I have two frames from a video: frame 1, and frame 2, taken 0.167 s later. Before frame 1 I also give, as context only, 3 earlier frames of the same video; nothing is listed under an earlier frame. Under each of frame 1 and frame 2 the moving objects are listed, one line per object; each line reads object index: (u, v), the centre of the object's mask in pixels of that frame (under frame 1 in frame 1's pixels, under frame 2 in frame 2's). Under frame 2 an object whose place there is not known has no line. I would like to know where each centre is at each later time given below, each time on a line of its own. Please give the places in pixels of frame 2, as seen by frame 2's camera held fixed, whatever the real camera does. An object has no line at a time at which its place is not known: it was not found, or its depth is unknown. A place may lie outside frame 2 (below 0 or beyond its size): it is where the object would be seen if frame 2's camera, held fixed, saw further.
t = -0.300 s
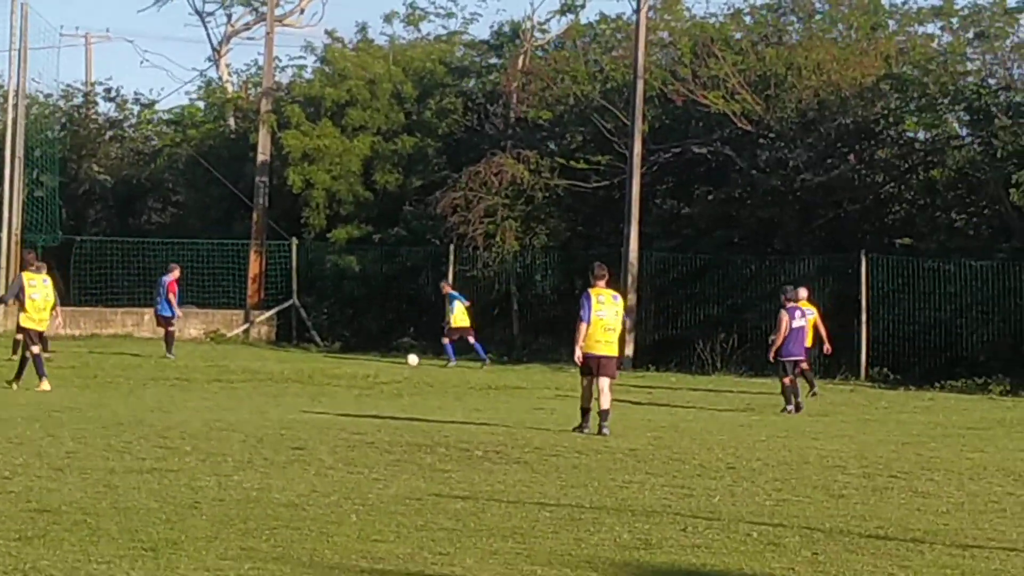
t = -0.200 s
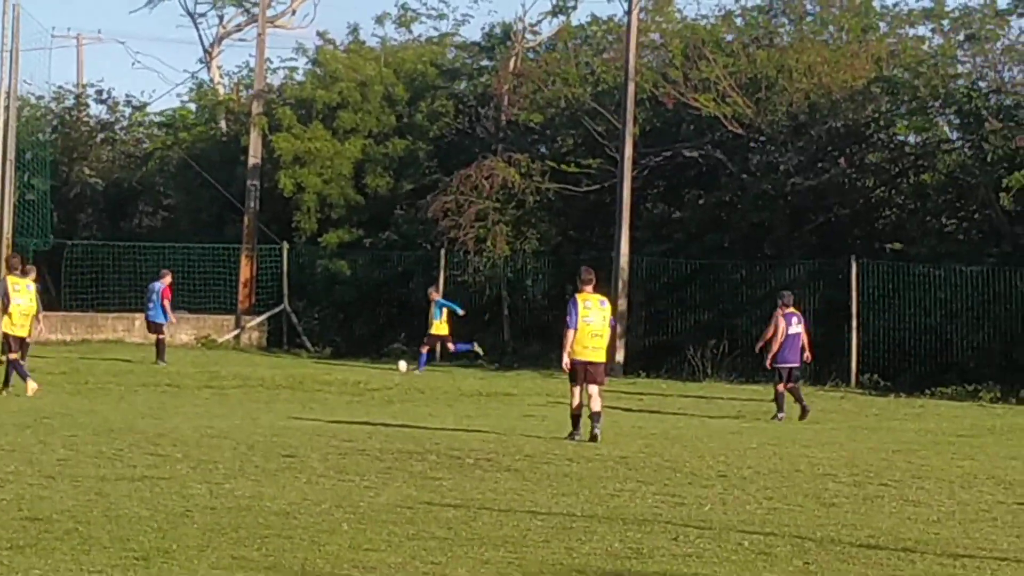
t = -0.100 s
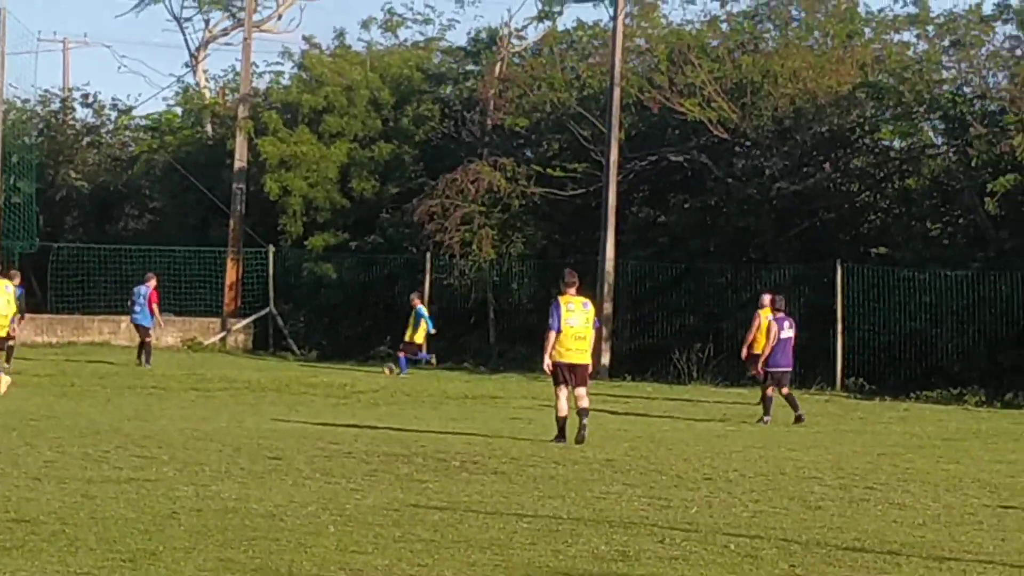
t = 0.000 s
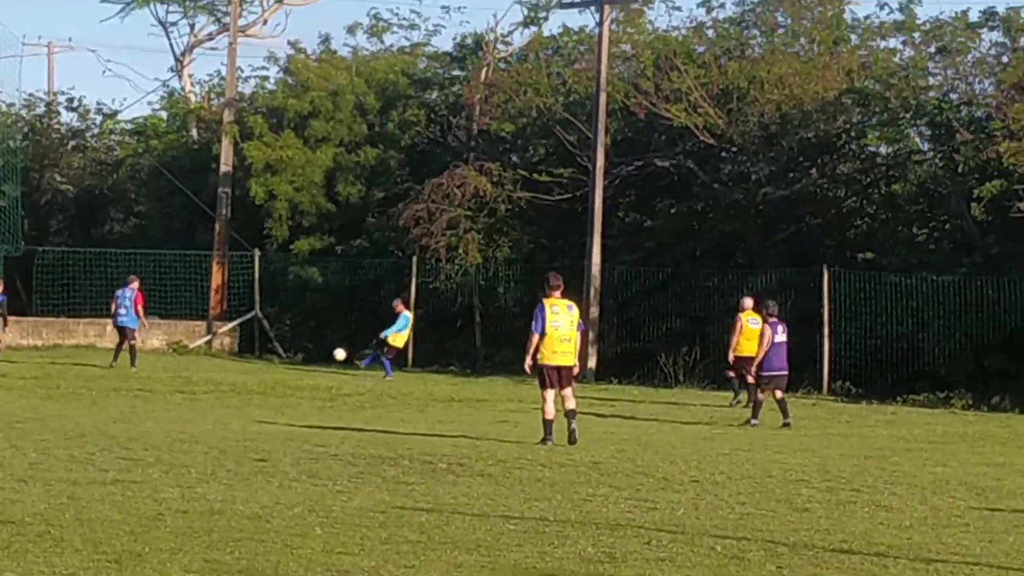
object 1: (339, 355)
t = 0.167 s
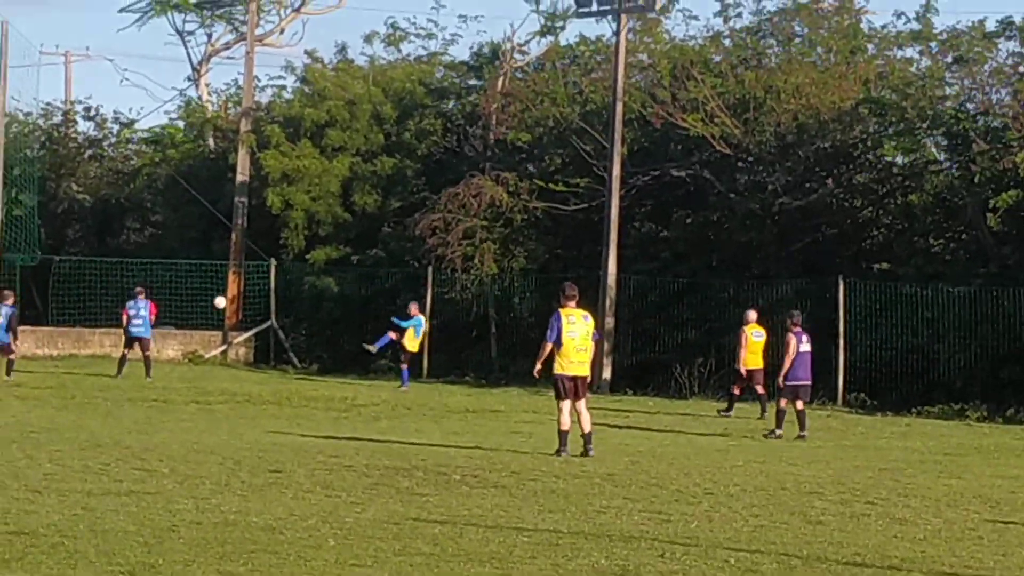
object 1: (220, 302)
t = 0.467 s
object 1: (-25, 226)
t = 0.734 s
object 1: (-266, 196)
